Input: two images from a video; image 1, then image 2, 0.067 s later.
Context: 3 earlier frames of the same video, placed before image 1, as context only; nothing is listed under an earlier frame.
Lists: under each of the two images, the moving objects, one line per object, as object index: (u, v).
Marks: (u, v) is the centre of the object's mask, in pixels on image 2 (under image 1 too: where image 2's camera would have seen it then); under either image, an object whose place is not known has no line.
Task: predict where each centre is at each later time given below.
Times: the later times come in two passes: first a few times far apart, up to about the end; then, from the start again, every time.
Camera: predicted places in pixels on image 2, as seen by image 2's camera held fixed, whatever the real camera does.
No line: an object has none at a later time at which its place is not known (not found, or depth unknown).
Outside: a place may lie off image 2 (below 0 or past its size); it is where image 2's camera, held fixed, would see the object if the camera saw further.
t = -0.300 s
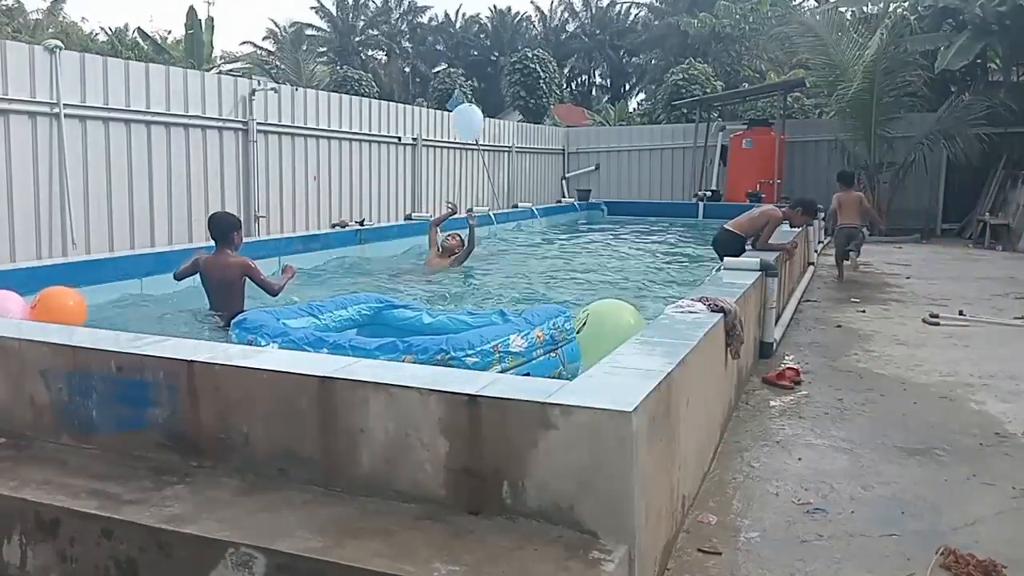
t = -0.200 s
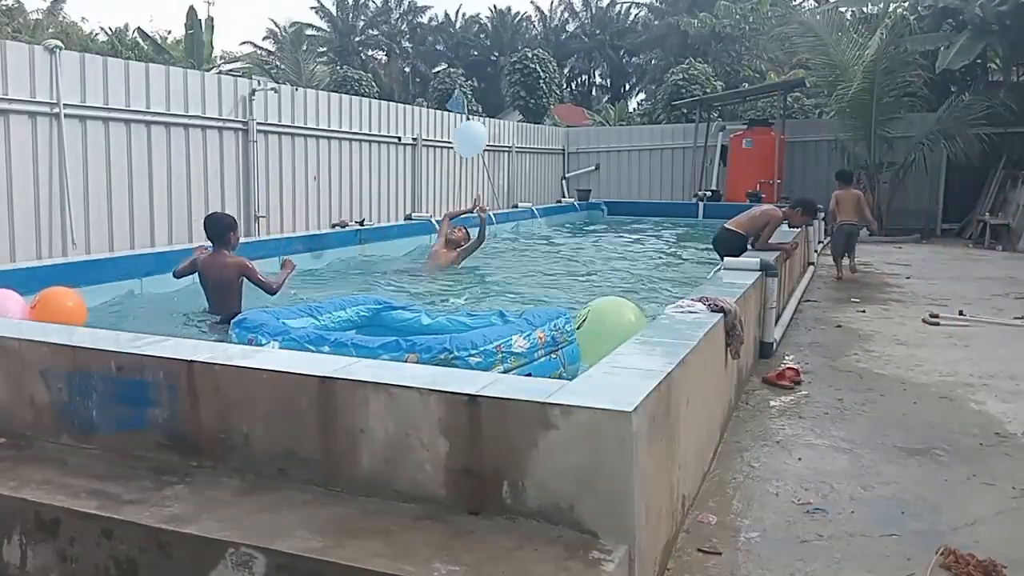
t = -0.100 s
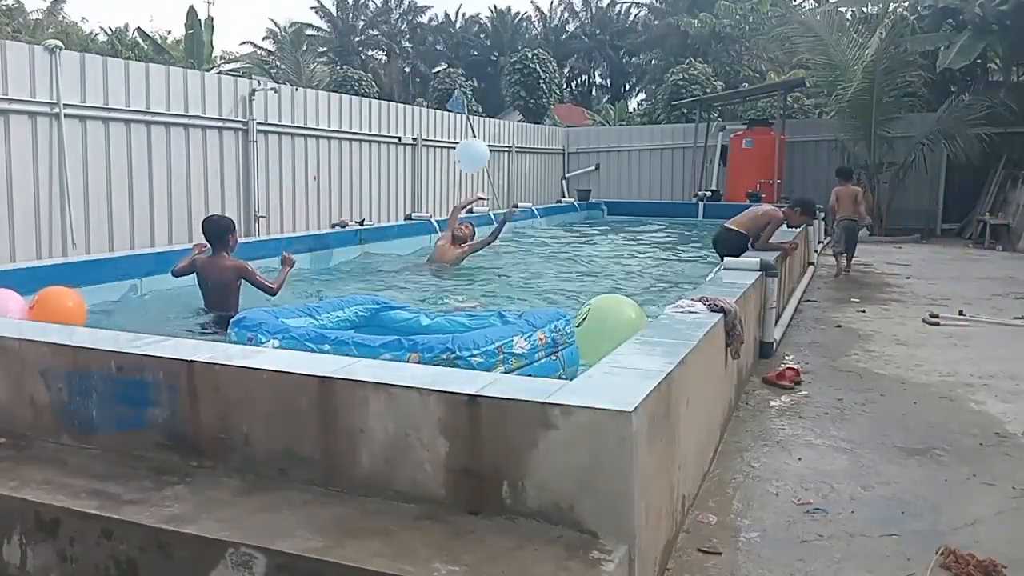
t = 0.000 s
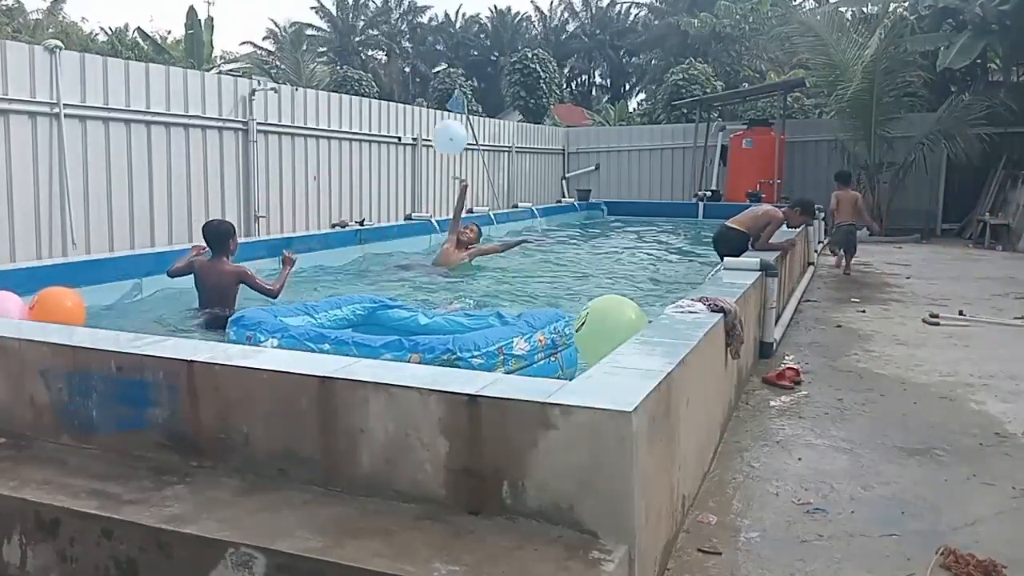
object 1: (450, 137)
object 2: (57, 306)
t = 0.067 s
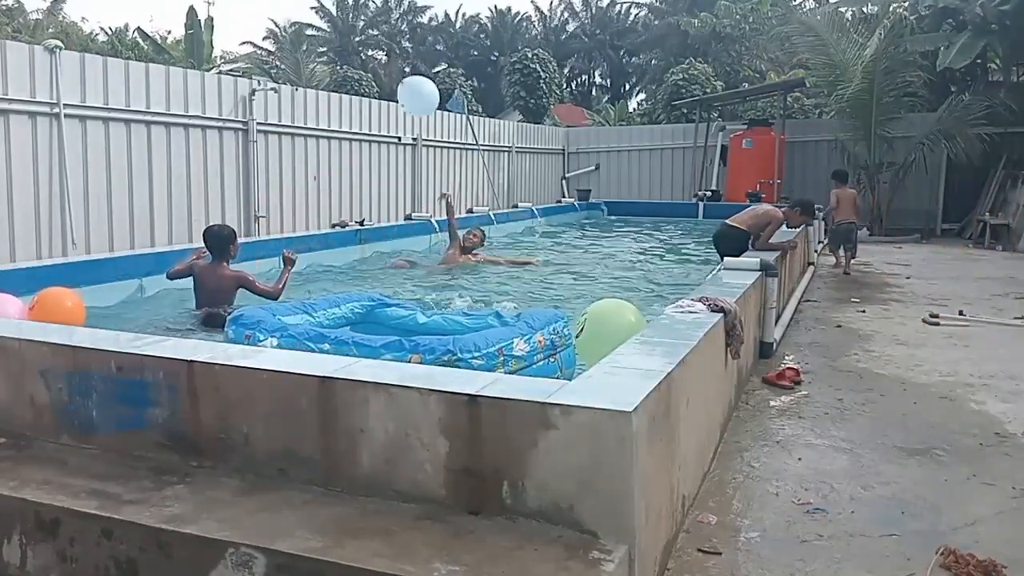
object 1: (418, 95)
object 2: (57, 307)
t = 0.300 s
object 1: (415, 24)
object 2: (52, 306)
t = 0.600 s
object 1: (452, 32)
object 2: (44, 305)
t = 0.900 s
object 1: (530, 100)
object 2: (35, 303)
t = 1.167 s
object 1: (617, 183)
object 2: (30, 306)
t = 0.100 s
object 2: (57, 307)
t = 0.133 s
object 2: (56, 306)
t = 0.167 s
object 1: (405, 52)
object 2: (55, 306)
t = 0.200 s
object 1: (406, 43)
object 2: (54, 306)
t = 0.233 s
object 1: (407, 35)
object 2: (53, 306)
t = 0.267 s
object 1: (410, 29)
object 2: (53, 305)
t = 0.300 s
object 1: (415, 24)
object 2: (52, 306)
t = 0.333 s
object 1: (417, 23)
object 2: (51, 306)
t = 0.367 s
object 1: (422, 22)
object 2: (51, 306)
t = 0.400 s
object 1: (427, 21)
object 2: (50, 306)
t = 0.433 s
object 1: (431, 22)
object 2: (49, 306)
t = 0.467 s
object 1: (433, 23)
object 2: (49, 306)
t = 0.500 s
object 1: (437, 24)
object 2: (48, 306)
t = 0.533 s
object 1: (441, 26)
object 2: (46, 306)
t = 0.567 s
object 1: (447, 28)
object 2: (45, 306)
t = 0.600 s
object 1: (452, 32)
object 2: (44, 305)
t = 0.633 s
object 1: (458, 36)
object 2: (43, 305)
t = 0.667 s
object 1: (465, 43)
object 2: (42, 304)
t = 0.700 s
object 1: (472, 50)
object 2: (41, 304)
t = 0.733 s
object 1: (481, 58)
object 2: (40, 303)
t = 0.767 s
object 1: (490, 66)
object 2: (39, 303)
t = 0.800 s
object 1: (500, 74)
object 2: (38, 303)
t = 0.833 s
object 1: (510, 83)
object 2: (37, 302)
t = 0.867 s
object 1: (520, 91)
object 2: (36, 302)
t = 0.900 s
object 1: (530, 100)
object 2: (35, 303)
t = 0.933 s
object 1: (541, 110)
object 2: (34, 303)
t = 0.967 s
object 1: (552, 119)
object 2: (33, 304)
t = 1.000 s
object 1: (563, 129)
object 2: (32, 305)
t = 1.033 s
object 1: (573, 139)
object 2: (32, 305)
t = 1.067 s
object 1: (583, 149)
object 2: (31, 306)
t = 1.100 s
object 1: (594, 160)
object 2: (31, 306)
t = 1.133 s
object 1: (605, 171)
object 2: (31, 306)
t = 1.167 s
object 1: (617, 183)
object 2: (30, 306)
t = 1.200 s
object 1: (629, 194)
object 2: (30, 306)
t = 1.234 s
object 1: (641, 206)
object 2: (30, 306)
